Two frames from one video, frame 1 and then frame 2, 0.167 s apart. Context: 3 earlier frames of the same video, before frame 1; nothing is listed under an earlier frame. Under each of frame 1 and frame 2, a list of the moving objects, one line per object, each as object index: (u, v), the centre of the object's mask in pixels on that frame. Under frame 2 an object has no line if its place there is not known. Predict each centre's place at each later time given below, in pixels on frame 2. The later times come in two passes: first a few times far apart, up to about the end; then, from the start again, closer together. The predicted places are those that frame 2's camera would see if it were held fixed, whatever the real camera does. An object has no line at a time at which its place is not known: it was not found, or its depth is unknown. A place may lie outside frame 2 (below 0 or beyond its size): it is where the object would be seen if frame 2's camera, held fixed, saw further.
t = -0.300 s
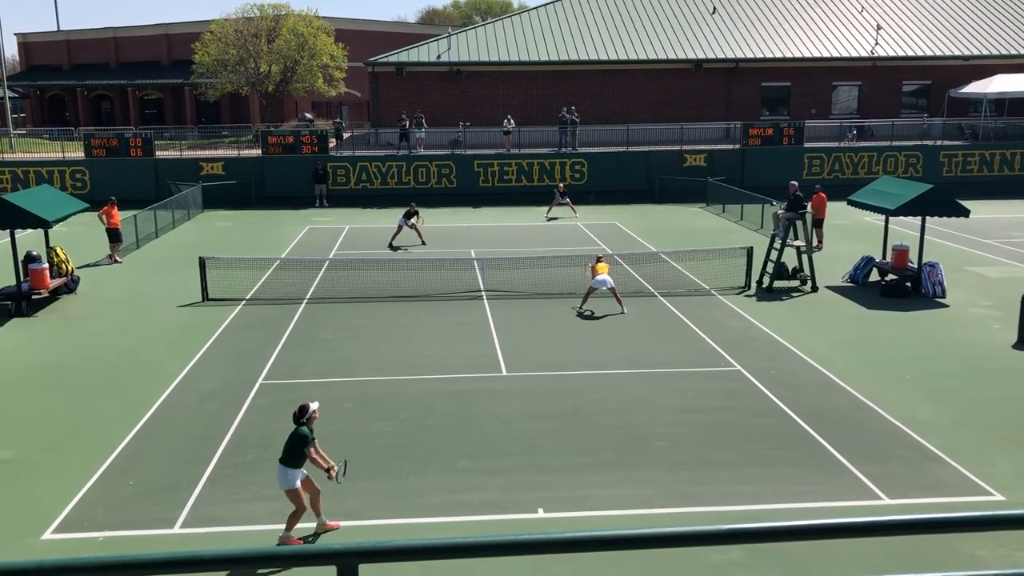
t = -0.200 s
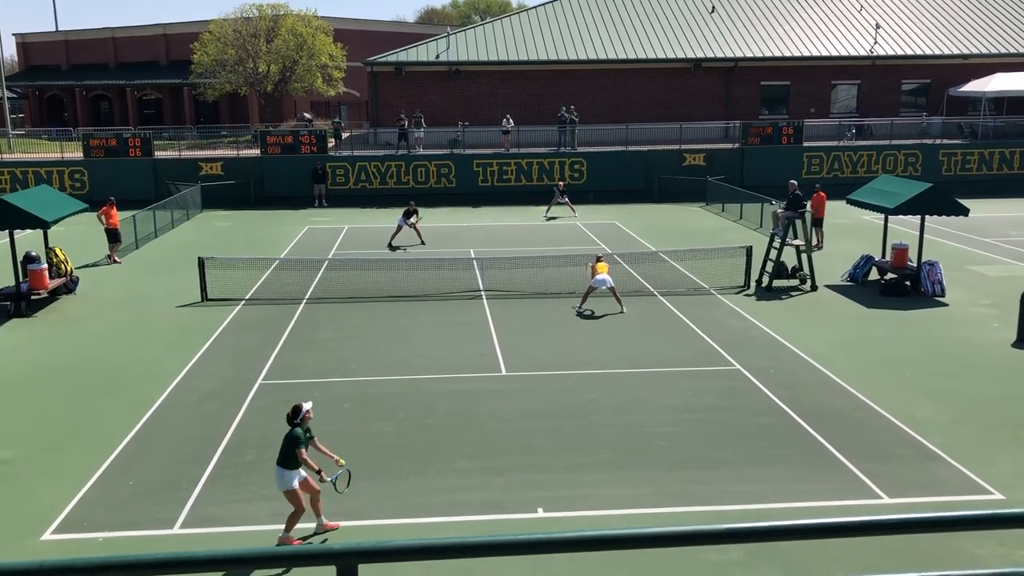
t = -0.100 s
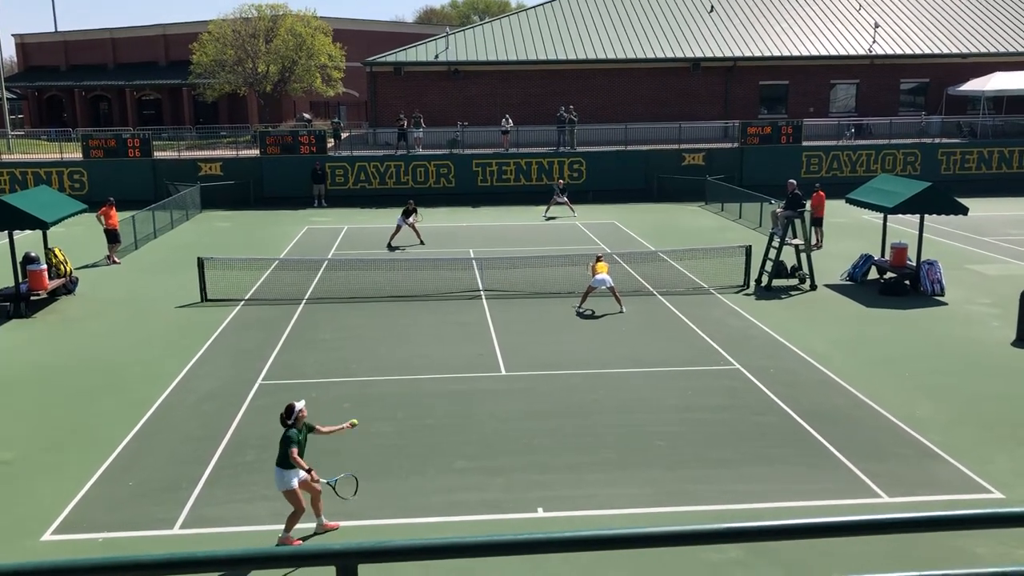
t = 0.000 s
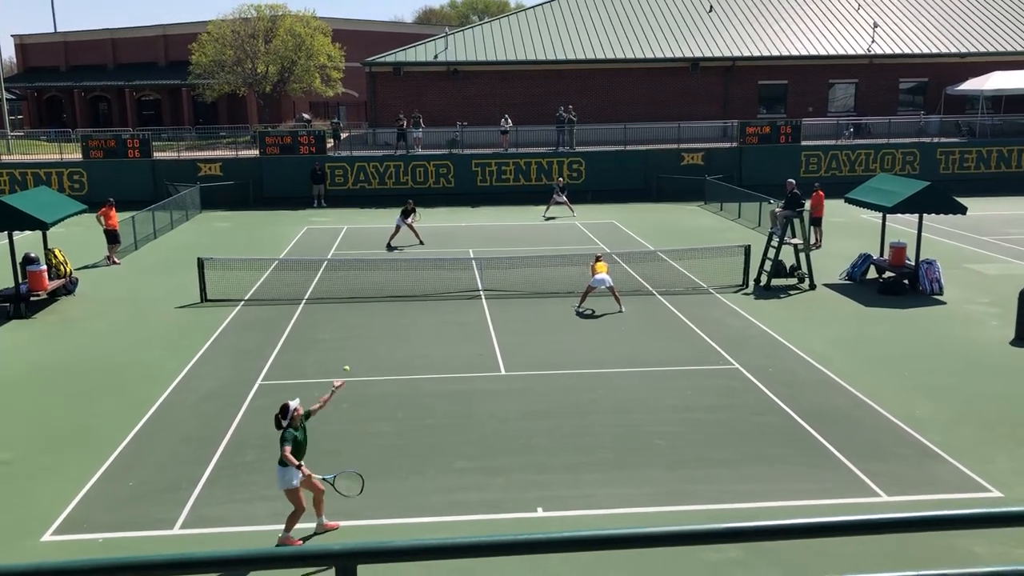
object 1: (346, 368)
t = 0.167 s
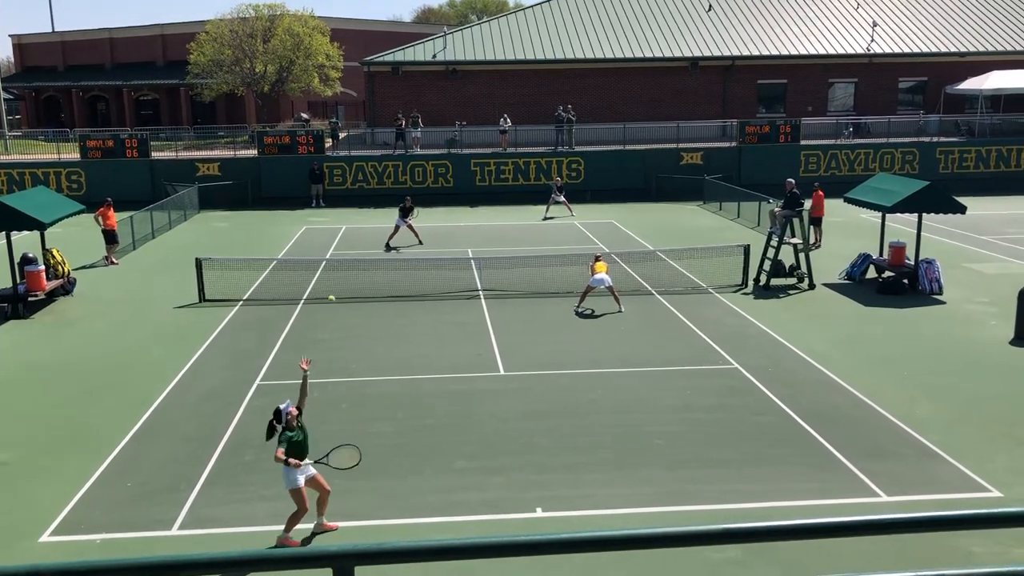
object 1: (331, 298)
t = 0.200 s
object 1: (329, 287)
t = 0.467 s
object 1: (310, 232)
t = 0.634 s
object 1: (299, 230)
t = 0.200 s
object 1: (329, 287)
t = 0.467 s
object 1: (310, 232)
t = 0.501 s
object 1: (307, 230)
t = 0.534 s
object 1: (305, 228)
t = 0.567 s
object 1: (303, 228)
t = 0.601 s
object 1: (301, 228)
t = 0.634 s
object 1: (299, 230)
